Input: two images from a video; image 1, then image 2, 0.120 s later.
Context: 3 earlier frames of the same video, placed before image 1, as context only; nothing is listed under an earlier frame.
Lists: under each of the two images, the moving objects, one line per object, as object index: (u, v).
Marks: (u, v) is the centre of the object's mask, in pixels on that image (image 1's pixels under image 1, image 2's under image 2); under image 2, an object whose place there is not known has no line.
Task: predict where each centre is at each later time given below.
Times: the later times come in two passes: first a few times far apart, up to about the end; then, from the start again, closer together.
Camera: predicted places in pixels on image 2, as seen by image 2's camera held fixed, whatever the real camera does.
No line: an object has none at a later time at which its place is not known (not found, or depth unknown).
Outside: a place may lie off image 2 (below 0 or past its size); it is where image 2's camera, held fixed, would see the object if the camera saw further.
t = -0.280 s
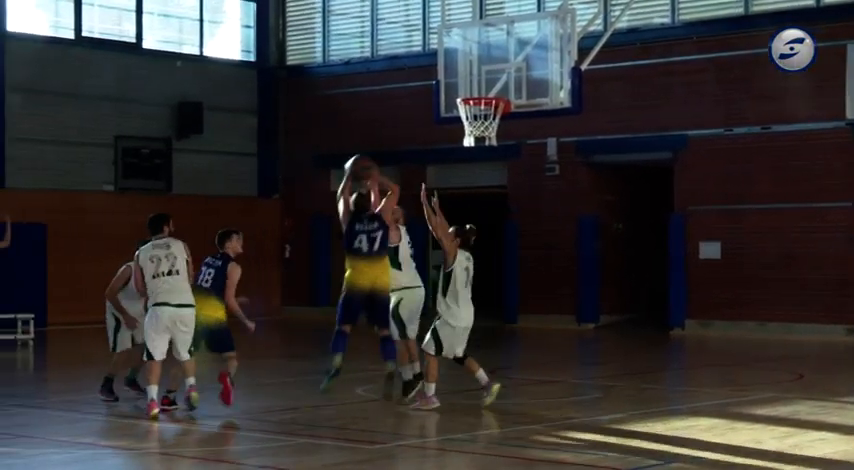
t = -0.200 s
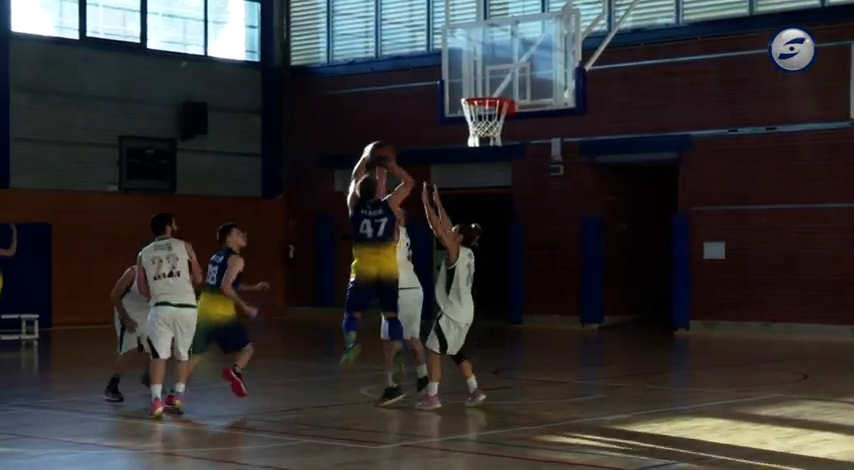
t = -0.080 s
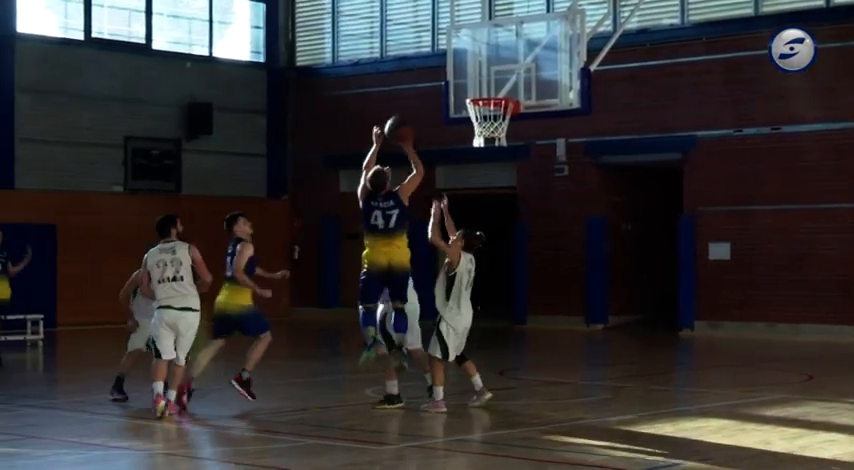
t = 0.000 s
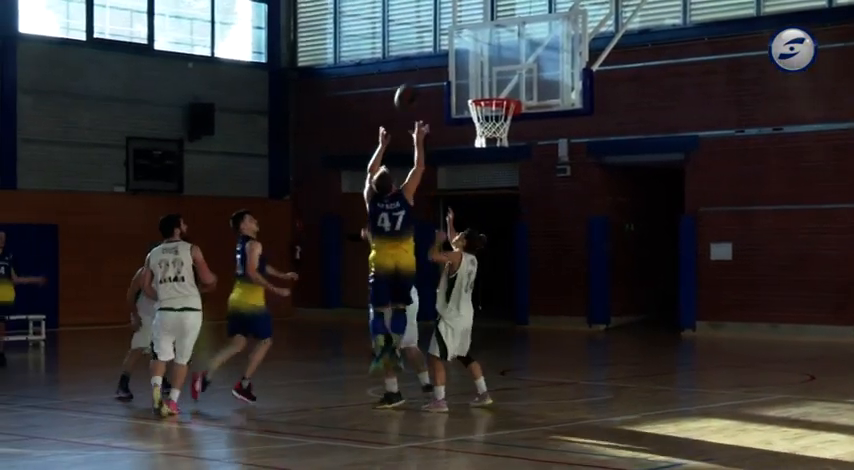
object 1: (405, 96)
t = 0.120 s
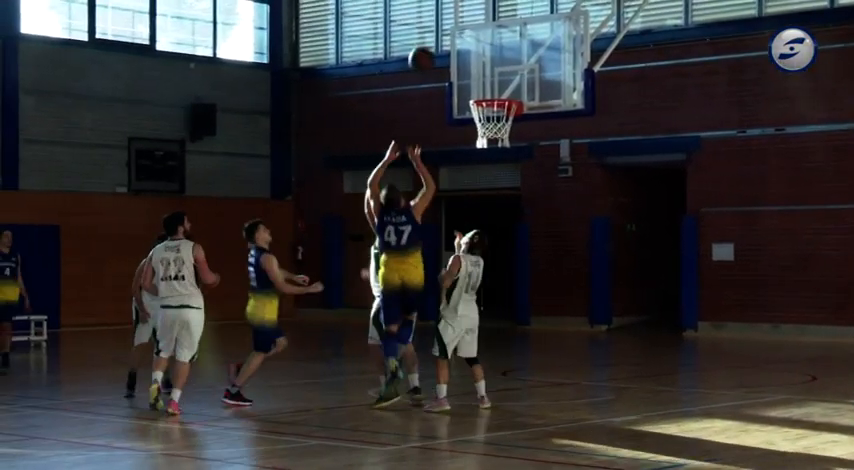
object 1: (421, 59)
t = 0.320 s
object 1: (439, 28)
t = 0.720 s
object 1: (469, 81)
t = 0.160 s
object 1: (425, 49)
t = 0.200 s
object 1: (429, 41)
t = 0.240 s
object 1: (432, 36)
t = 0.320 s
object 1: (439, 28)
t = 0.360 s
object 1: (442, 27)
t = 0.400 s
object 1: (446, 27)
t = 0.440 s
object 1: (449, 29)
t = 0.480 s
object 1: (452, 32)
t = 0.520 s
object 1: (455, 37)
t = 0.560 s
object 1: (458, 43)
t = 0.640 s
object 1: (463, 59)
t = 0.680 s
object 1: (466, 69)
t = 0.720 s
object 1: (469, 81)
